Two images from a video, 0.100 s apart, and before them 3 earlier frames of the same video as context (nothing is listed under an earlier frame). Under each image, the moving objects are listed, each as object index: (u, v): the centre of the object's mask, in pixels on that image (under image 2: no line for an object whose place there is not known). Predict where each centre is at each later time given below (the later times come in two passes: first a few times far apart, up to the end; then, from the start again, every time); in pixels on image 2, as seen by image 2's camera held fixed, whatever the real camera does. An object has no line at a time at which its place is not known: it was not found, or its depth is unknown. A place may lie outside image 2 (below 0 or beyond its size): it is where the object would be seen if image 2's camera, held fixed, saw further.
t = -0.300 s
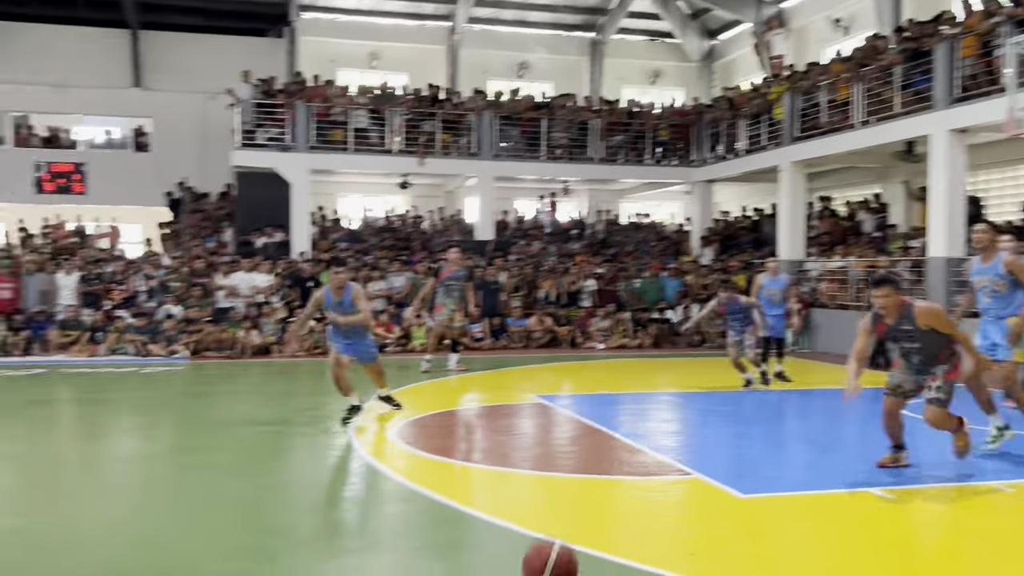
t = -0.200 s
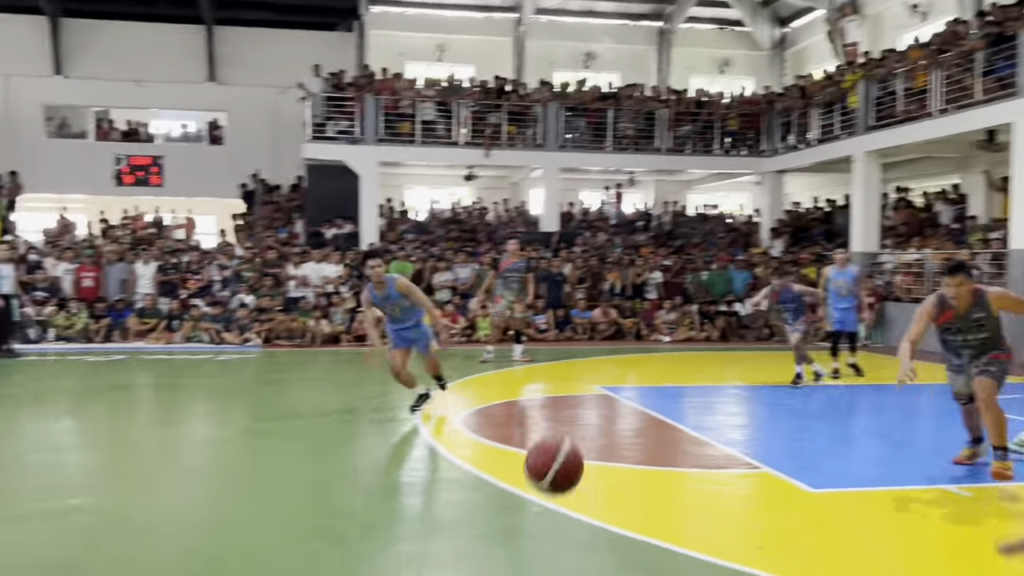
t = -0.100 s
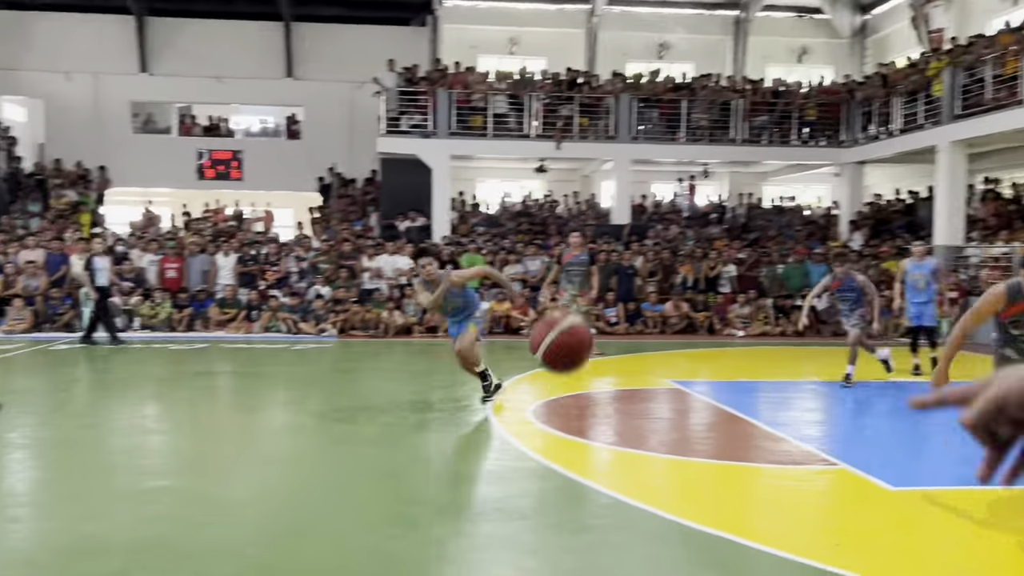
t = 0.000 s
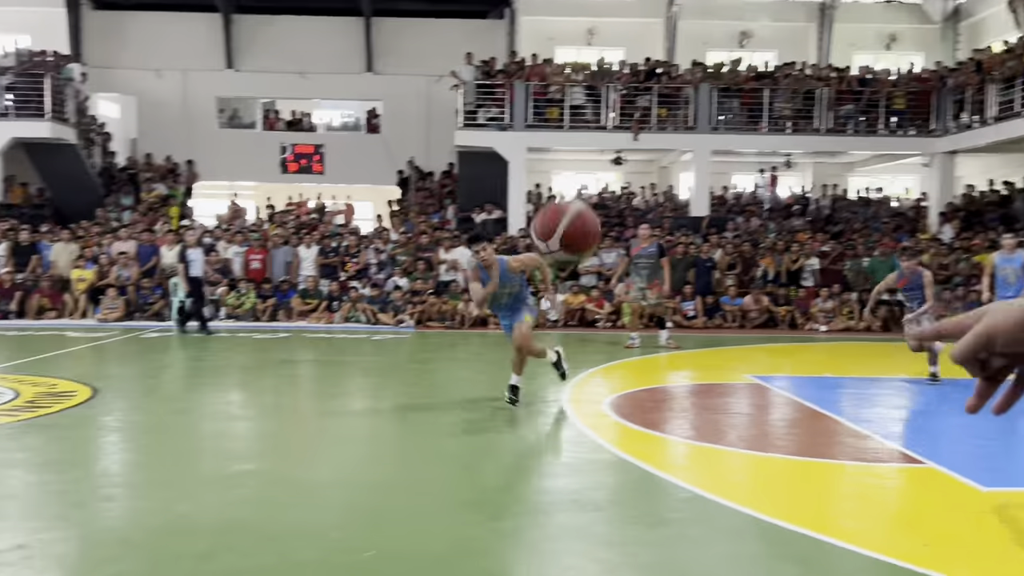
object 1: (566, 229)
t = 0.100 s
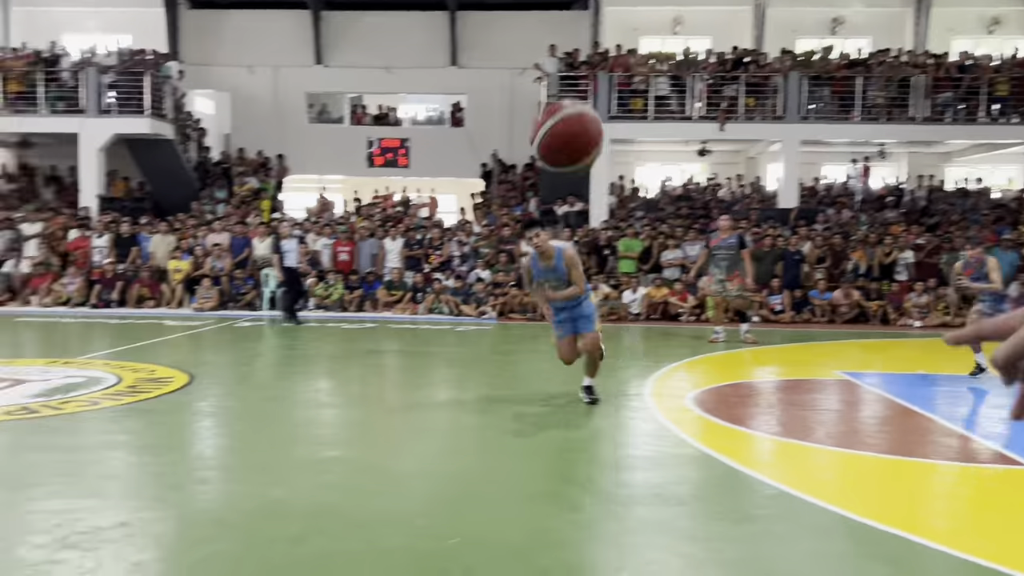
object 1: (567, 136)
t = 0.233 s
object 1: (439, 52)
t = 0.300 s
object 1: (366, 35)
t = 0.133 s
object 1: (537, 111)
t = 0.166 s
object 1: (506, 91)
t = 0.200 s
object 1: (473, 70)
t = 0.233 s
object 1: (439, 52)
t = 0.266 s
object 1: (403, 42)
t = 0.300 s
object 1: (366, 35)
